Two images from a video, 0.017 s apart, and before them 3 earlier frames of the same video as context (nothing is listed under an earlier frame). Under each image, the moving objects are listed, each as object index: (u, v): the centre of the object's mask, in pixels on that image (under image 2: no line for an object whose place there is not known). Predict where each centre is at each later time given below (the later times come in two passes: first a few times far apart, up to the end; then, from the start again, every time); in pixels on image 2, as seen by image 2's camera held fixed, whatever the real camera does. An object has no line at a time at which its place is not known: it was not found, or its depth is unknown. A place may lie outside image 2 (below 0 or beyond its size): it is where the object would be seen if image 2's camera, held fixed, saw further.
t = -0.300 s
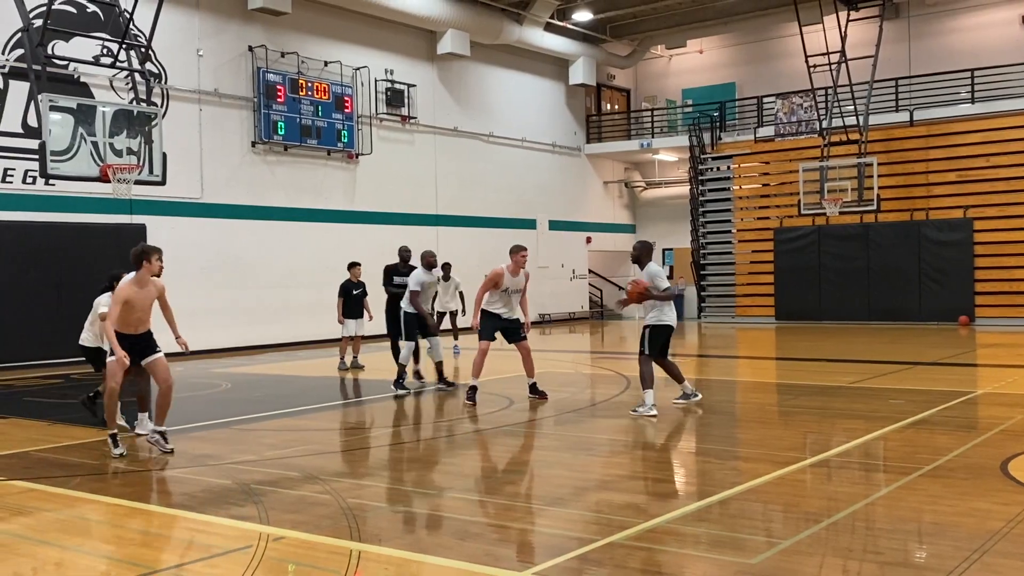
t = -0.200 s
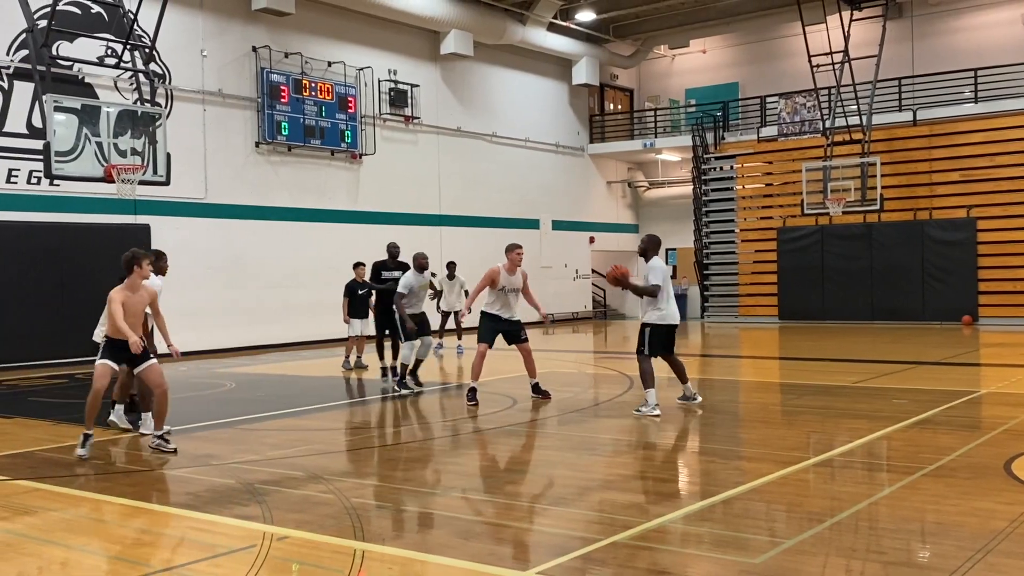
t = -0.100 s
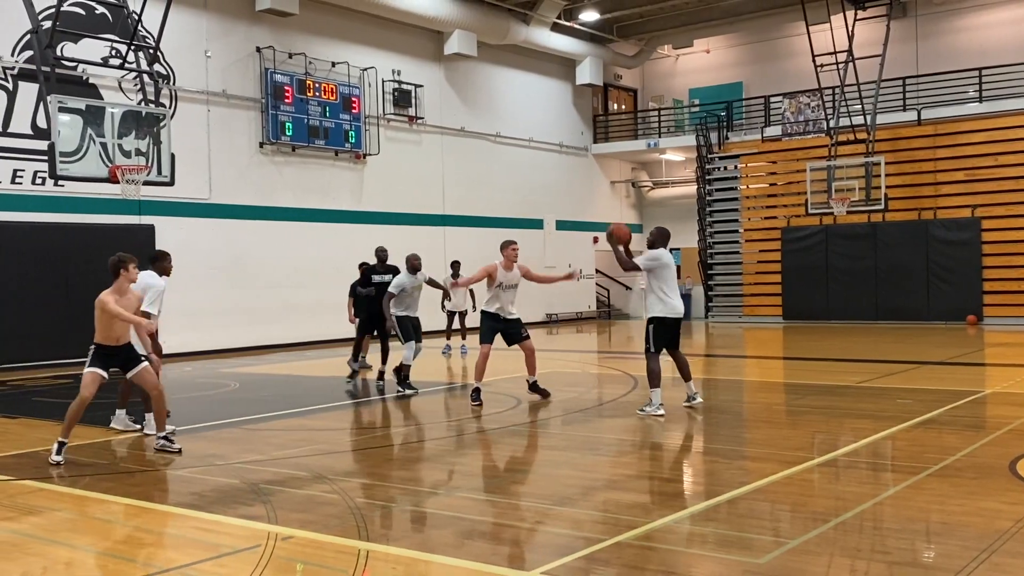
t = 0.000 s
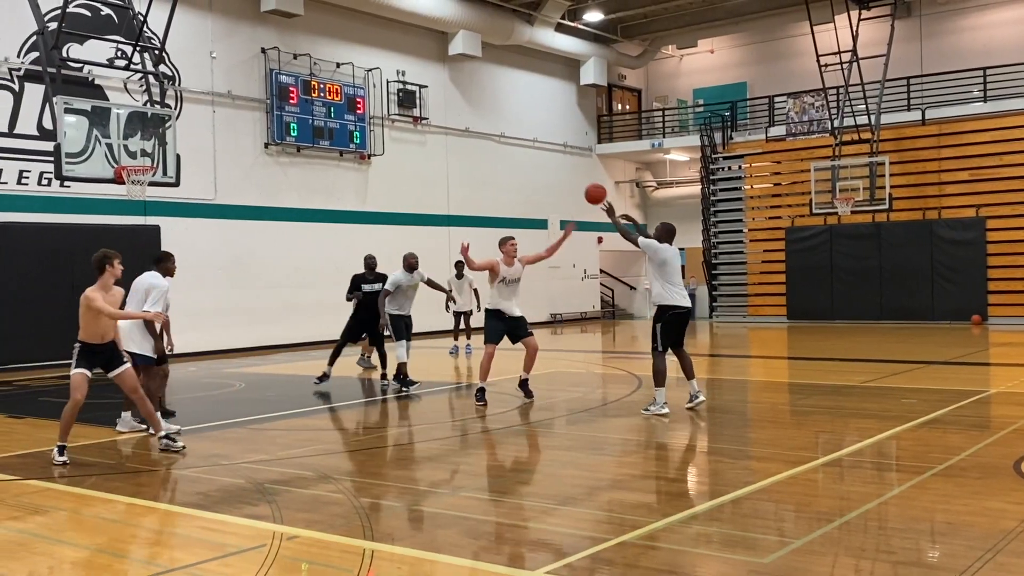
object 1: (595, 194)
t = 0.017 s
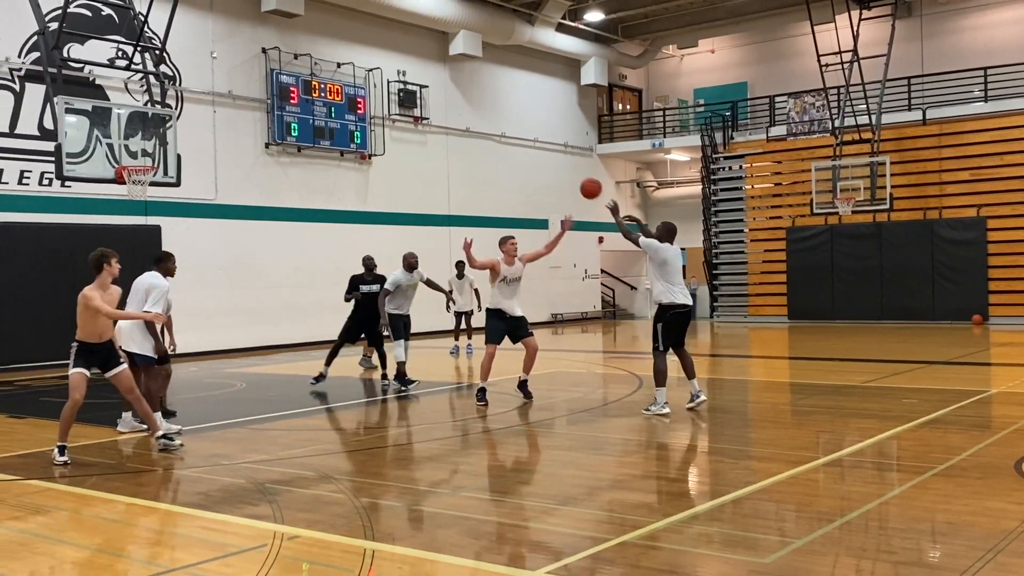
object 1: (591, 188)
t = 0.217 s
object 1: (531, 144)
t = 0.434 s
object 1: (478, 139)
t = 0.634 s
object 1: (436, 164)
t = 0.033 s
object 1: (585, 183)
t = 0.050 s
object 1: (580, 178)
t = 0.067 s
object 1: (575, 173)
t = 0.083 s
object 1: (570, 169)
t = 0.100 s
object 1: (565, 165)
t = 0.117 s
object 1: (560, 161)
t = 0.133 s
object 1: (555, 158)
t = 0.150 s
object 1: (550, 154)
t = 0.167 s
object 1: (545, 151)
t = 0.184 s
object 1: (541, 149)
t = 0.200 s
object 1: (536, 146)
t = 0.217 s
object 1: (531, 144)
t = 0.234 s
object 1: (527, 142)
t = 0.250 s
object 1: (523, 141)
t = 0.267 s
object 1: (518, 139)
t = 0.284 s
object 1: (514, 138)
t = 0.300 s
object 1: (509, 138)
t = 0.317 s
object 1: (505, 137)
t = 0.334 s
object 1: (501, 137)
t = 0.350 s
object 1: (497, 136)
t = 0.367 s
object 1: (493, 136)
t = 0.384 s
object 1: (489, 137)
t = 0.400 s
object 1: (485, 137)
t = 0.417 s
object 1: (481, 138)
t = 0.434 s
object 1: (478, 139)
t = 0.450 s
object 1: (474, 140)
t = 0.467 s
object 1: (470, 141)
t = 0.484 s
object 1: (467, 143)
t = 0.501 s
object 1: (463, 144)
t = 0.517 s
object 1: (460, 146)
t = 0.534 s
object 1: (456, 148)
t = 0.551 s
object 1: (453, 151)
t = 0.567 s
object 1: (449, 153)
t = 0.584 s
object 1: (446, 156)
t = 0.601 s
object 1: (443, 158)
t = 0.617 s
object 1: (439, 161)
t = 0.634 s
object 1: (436, 164)
